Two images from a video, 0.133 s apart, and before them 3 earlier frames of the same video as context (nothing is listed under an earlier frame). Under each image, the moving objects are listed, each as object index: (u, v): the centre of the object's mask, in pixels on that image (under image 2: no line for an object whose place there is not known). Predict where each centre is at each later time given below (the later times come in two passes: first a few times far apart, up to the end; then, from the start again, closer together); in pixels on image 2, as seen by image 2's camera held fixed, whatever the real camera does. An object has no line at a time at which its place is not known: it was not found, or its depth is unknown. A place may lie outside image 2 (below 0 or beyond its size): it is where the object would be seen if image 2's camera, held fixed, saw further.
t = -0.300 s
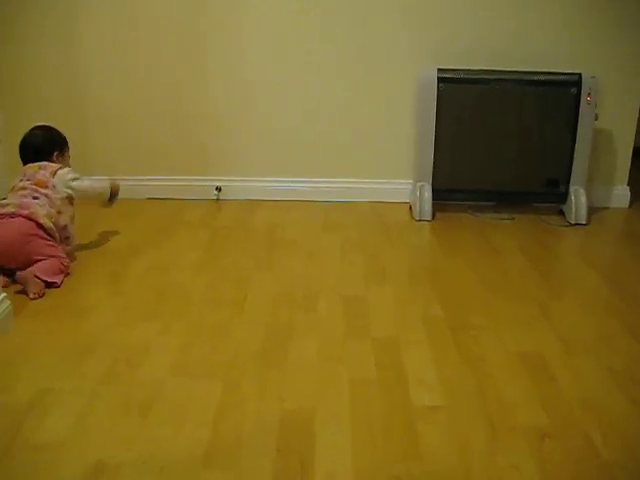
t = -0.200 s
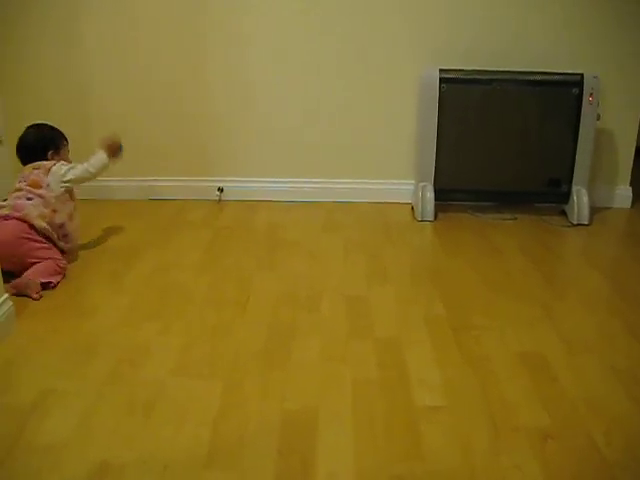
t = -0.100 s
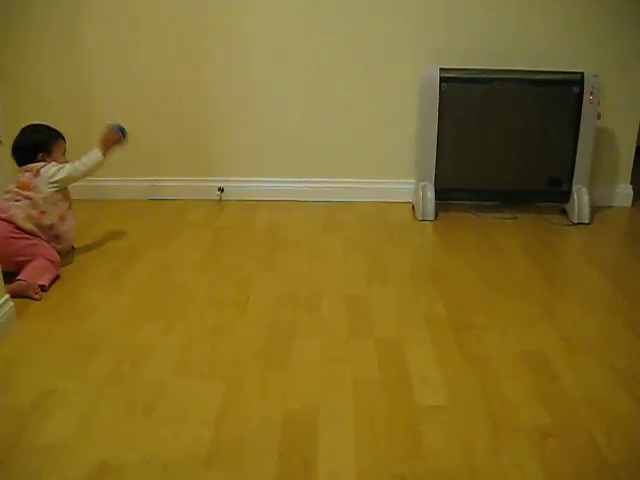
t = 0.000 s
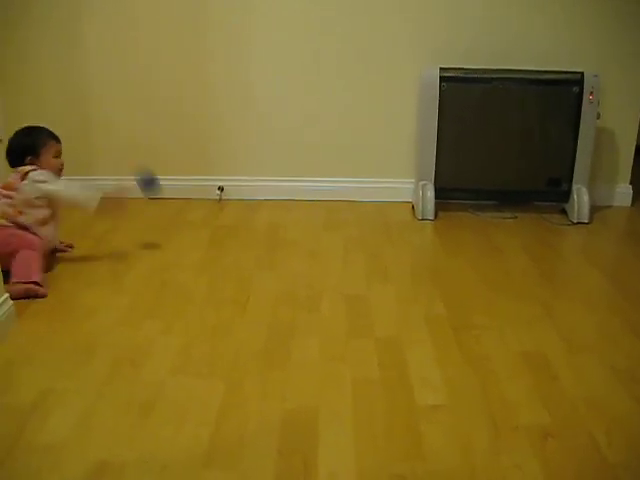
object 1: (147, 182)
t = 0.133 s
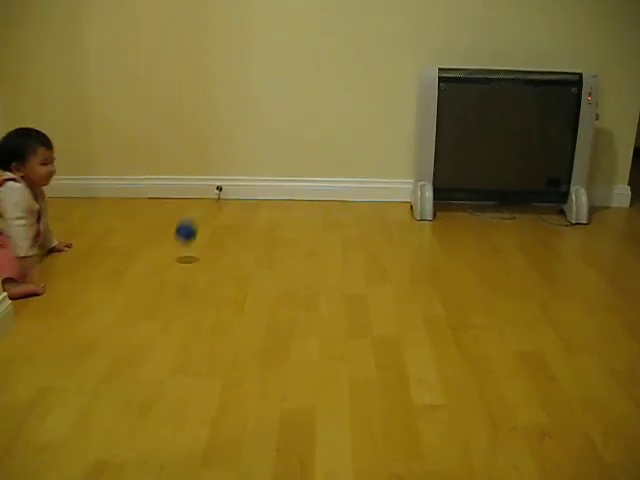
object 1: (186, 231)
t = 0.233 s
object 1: (199, 202)
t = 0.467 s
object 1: (241, 257)
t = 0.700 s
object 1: (278, 268)
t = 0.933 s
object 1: (327, 300)
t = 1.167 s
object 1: (379, 322)
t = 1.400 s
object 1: (430, 334)
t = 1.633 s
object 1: (476, 369)
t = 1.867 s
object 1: (521, 391)
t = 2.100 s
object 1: (565, 416)
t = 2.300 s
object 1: (595, 440)
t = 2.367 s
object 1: (601, 446)
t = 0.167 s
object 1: (190, 218)
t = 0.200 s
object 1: (194, 209)
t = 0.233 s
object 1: (199, 202)
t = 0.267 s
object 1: (205, 200)
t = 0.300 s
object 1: (210, 201)
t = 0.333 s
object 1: (216, 205)
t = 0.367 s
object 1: (222, 213)
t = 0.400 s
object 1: (229, 225)
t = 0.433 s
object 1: (235, 241)
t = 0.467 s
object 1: (241, 257)
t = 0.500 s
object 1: (247, 268)
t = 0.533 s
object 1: (252, 259)
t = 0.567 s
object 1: (257, 254)
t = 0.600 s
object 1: (262, 252)
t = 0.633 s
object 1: (267, 254)
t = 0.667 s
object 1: (273, 260)
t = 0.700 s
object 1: (278, 268)
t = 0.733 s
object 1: (284, 282)
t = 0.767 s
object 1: (290, 292)
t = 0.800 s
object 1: (298, 287)
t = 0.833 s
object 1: (305, 286)
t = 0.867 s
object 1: (312, 288)
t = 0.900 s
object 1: (320, 295)
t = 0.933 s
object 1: (327, 300)
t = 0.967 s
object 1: (335, 307)
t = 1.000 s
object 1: (342, 307)
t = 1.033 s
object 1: (349, 306)
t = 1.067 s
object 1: (356, 311)
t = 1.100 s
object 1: (364, 311)
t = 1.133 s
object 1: (372, 311)
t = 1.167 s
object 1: (379, 322)
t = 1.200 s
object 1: (388, 320)
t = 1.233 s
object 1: (395, 322)
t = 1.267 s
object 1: (402, 333)
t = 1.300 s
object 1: (410, 329)
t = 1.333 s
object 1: (415, 329)
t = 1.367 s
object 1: (423, 332)
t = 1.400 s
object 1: (430, 334)
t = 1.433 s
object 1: (437, 339)
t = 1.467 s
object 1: (444, 343)
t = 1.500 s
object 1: (451, 354)
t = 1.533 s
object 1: (457, 357)
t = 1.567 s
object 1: (464, 361)
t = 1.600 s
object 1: (470, 365)
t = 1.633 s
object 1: (476, 369)
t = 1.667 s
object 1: (483, 373)
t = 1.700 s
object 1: (489, 376)
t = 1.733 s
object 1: (496, 379)
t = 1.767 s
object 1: (502, 382)
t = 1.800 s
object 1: (508, 385)
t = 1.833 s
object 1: (515, 389)
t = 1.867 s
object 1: (521, 391)
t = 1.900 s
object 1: (527, 395)
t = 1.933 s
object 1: (534, 398)
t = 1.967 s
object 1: (540, 401)
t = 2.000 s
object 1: (546, 405)
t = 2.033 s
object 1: (553, 409)
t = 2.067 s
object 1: (559, 412)
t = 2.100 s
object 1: (565, 416)
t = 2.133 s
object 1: (571, 420)
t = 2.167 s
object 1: (577, 423)
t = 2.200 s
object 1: (583, 427)
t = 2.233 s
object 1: (588, 432)
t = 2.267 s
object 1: (592, 436)
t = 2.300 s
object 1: (595, 440)
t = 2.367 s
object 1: (601, 446)
